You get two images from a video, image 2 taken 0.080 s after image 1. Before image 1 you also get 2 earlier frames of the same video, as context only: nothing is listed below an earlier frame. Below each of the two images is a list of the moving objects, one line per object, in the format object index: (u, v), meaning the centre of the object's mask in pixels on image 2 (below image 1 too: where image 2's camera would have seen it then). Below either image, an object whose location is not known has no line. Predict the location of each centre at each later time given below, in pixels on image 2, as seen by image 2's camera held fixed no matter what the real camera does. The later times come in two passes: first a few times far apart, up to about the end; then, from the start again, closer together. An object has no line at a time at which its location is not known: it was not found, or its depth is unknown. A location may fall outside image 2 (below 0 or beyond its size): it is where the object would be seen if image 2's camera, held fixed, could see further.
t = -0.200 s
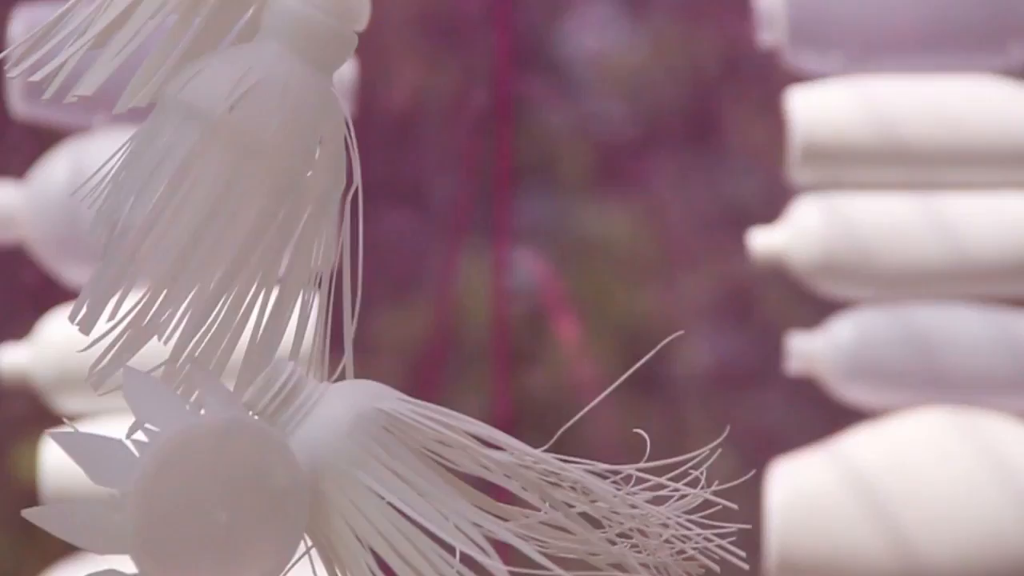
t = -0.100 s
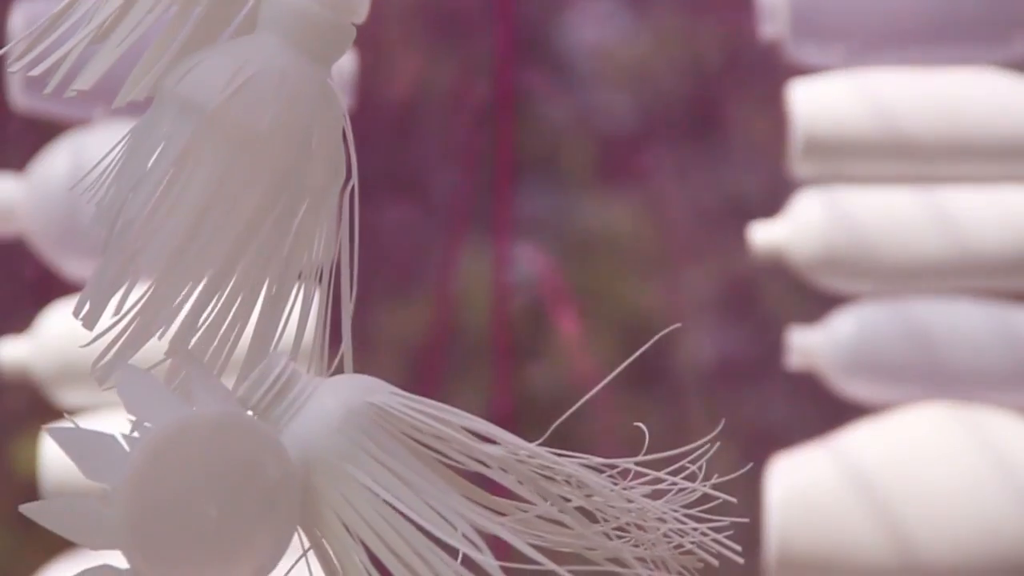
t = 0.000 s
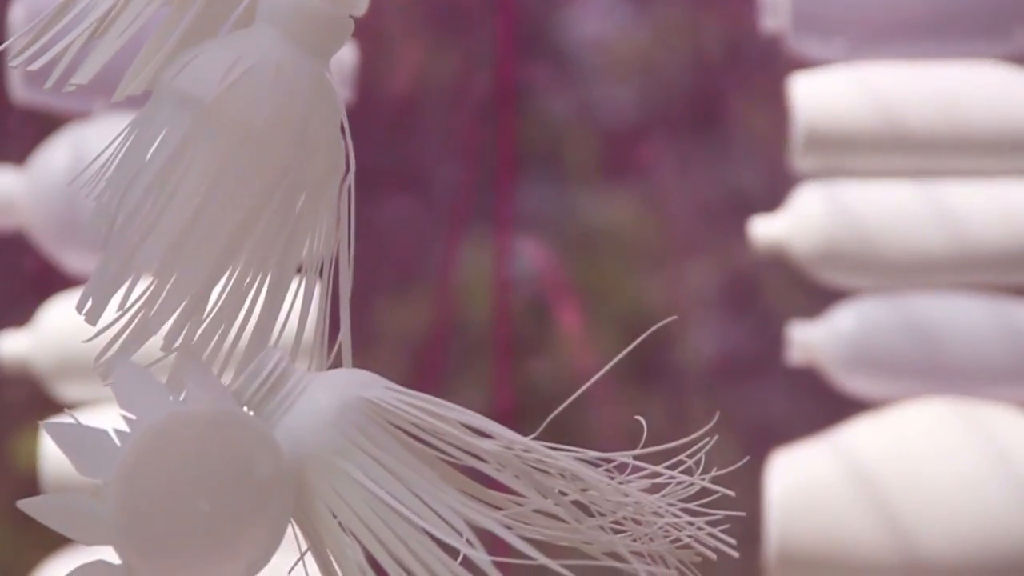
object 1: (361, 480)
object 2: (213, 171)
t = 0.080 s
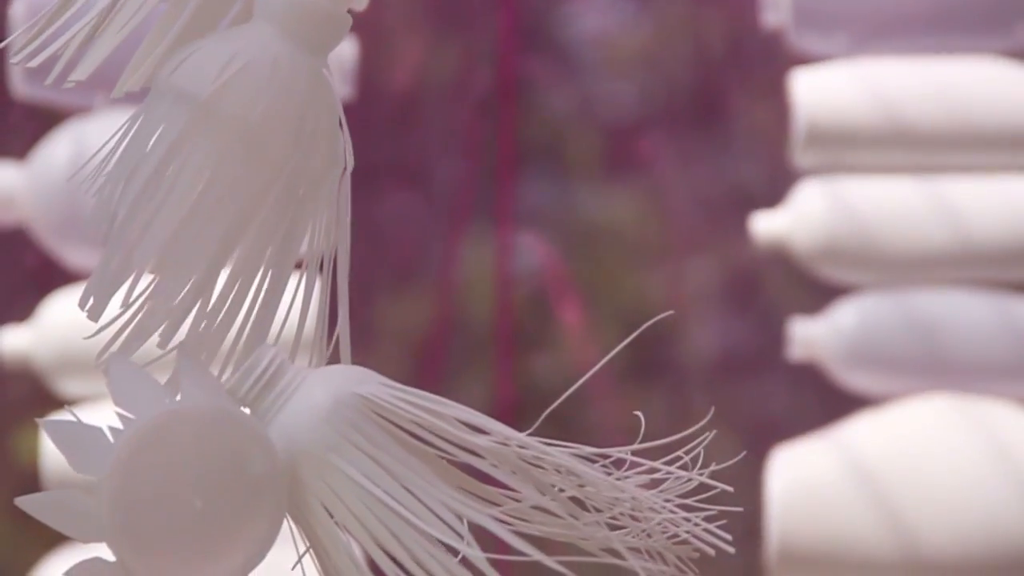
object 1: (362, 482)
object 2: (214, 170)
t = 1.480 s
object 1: (358, 506)
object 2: (213, 217)
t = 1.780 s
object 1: (355, 514)
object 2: (204, 221)
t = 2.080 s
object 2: (188, 224)
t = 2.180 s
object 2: (181, 225)
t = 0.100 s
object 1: (360, 482)
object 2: (216, 171)
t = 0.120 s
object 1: (360, 482)
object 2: (216, 171)
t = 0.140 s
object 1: (362, 482)
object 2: (216, 171)
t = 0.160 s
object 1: (361, 482)
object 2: (228, 182)
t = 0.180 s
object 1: (360, 483)
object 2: (229, 183)
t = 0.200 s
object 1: (360, 483)
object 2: (229, 183)
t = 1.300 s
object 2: (217, 211)
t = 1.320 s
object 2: (216, 211)
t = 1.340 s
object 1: (359, 503)
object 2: (216, 212)
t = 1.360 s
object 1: (358, 503)
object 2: (215, 213)
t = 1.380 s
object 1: (358, 504)
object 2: (215, 213)
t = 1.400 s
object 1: (359, 504)
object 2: (214, 214)
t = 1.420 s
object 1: (358, 505)
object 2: (214, 215)
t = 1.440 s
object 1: (357, 505)
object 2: (213, 216)
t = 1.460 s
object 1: (358, 506)
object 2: (212, 215)
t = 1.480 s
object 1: (358, 506)
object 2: (213, 217)
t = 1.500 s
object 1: (358, 507)
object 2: (213, 217)
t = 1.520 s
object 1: (358, 508)
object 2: (211, 216)
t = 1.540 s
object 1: (358, 508)
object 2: (210, 217)
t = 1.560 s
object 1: (358, 508)
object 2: (210, 218)
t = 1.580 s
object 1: (358, 509)
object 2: (210, 219)
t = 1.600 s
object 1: (357, 509)
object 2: (209, 219)
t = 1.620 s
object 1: (357, 510)
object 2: (208, 219)
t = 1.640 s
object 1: (357, 510)
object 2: (208, 220)
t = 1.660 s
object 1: (357, 511)
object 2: (205, 220)
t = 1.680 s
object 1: (357, 511)
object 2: (207, 220)
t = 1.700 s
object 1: (357, 512)
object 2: (203, 219)
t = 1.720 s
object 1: (357, 513)
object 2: (205, 220)
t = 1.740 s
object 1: (357, 513)
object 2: (205, 220)
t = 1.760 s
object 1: (356, 513)
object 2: (205, 220)
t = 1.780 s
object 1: (355, 514)
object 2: (204, 221)
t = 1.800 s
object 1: (356, 514)
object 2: (203, 221)
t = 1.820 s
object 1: (355, 515)
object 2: (203, 222)
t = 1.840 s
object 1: (354, 515)
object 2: (201, 222)
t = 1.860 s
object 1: (354, 516)
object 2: (201, 222)
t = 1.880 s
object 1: (353, 516)
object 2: (196, 221)
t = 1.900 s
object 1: (353, 517)
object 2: (200, 222)
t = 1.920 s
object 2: (199, 223)
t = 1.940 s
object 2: (194, 222)
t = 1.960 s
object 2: (199, 222)
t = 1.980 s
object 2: (197, 223)
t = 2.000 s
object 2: (191, 223)
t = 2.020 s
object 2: (190, 223)
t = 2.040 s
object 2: (190, 223)
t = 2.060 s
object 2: (190, 223)
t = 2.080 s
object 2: (188, 224)
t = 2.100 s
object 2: (188, 223)
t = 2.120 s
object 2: (195, 223)
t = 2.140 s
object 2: (195, 224)
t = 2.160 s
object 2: (187, 223)
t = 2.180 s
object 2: (181, 225)
